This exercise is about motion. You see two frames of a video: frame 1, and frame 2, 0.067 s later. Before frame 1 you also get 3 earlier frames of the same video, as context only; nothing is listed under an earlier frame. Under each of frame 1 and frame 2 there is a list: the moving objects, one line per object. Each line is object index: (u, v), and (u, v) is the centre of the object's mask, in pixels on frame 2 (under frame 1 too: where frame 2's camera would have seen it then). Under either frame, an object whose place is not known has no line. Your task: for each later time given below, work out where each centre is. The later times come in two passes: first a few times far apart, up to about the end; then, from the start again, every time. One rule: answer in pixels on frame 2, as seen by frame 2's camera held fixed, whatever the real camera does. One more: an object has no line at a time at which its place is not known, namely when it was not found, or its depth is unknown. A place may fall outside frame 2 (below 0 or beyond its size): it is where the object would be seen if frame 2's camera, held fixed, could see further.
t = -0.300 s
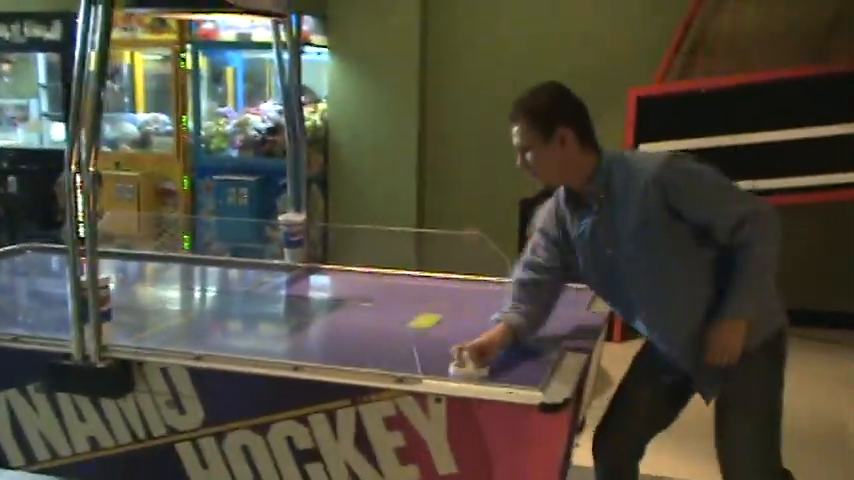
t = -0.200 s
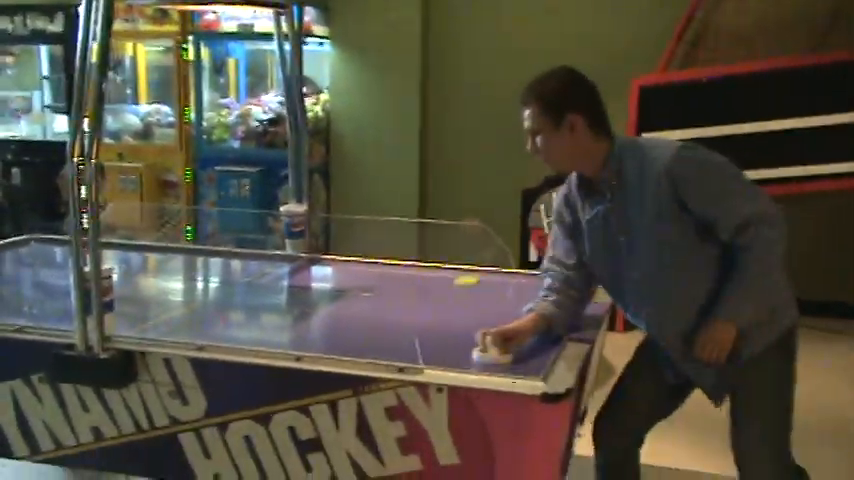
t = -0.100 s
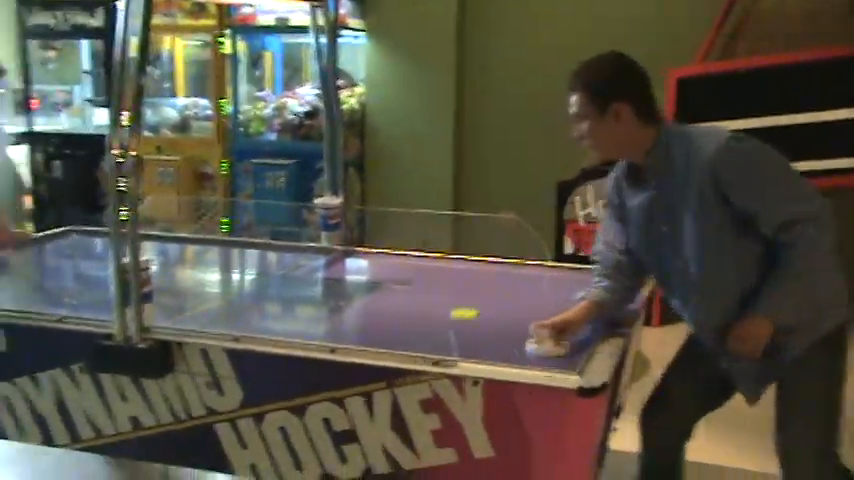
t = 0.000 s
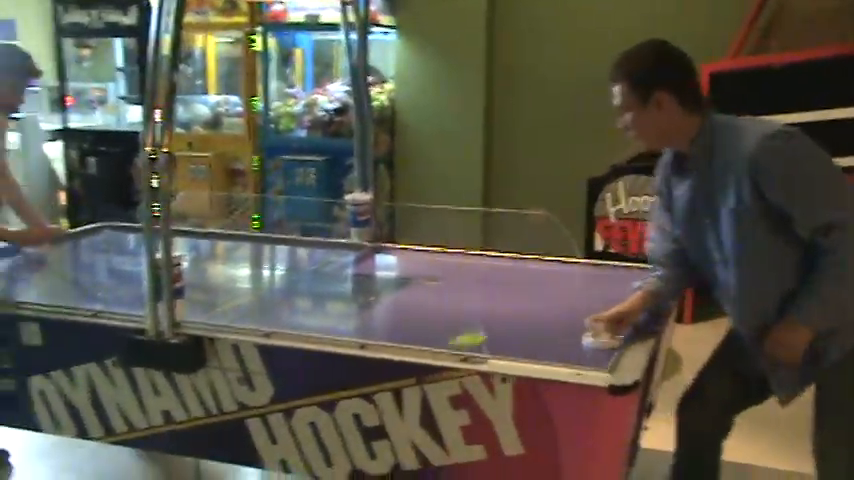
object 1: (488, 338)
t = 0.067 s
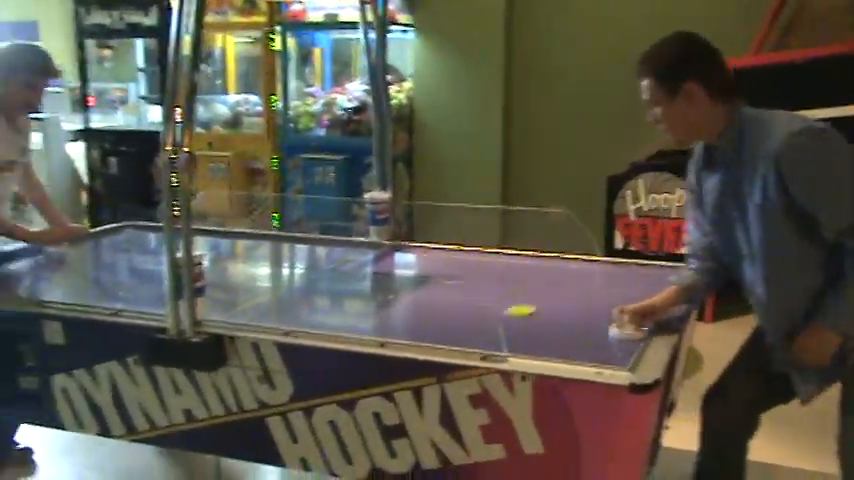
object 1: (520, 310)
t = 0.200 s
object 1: (568, 269)
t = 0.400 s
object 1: (523, 306)
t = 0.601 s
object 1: (492, 329)
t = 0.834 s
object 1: (550, 277)
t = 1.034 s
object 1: (549, 277)
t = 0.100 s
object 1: (533, 298)
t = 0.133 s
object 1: (546, 288)
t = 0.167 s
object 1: (557, 278)
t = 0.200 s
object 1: (568, 269)
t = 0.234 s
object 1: (571, 265)
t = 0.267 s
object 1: (564, 273)
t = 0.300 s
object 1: (555, 280)
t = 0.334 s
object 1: (545, 288)
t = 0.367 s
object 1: (535, 297)
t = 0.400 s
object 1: (523, 306)
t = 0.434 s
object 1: (511, 316)
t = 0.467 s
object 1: (498, 326)
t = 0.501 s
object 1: (483, 337)
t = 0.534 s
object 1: (474, 345)
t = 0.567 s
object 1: (482, 338)
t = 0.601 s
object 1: (492, 329)
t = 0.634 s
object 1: (503, 320)
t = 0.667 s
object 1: (512, 312)
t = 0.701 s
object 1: (521, 305)
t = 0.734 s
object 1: (529, 297)
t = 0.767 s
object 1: (536, 290)
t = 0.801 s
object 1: (544, 283)
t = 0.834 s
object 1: (550, 277)
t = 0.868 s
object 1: (557, 272)
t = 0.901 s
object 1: (563, 266)
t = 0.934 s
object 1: (565, 264)
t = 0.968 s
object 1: (560, 269)
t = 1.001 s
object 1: (554, 273)
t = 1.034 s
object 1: (549, 277)
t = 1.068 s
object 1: (542, 282)
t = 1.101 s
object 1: (536, 288)
